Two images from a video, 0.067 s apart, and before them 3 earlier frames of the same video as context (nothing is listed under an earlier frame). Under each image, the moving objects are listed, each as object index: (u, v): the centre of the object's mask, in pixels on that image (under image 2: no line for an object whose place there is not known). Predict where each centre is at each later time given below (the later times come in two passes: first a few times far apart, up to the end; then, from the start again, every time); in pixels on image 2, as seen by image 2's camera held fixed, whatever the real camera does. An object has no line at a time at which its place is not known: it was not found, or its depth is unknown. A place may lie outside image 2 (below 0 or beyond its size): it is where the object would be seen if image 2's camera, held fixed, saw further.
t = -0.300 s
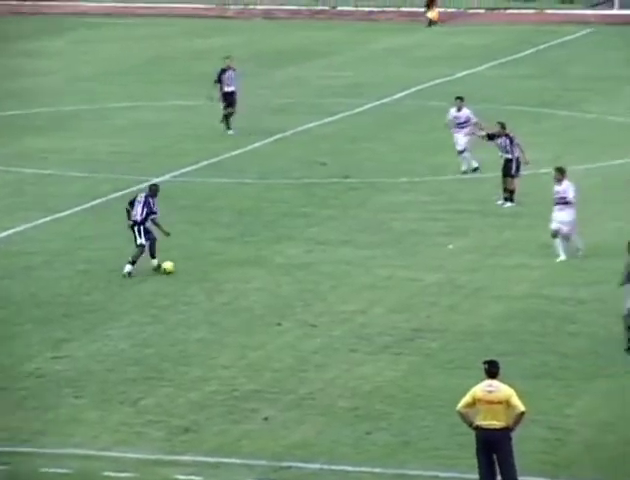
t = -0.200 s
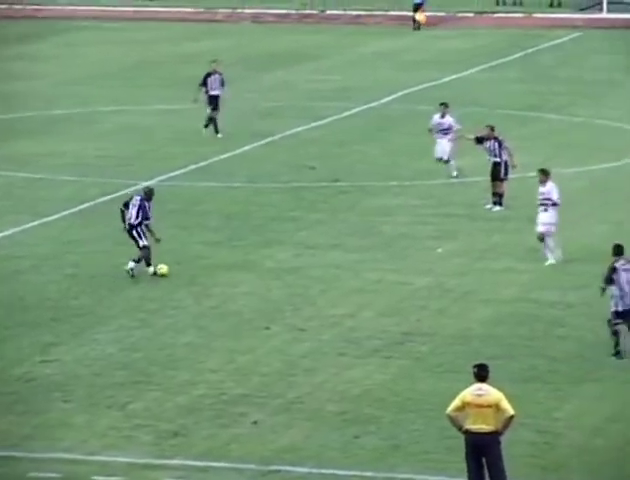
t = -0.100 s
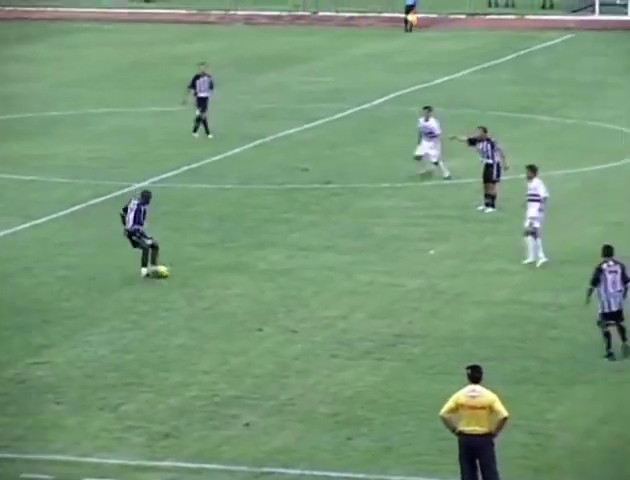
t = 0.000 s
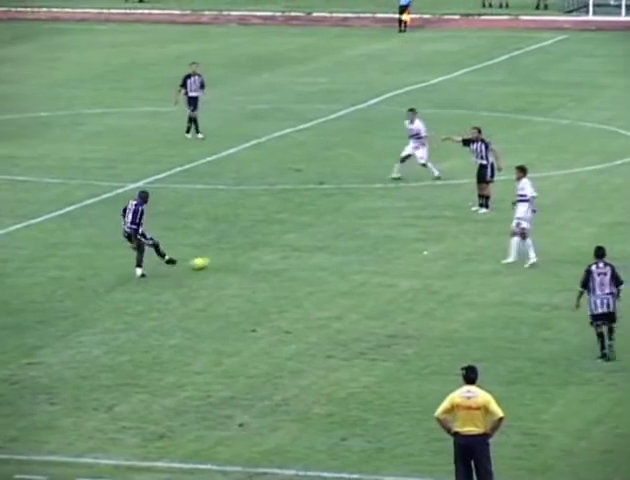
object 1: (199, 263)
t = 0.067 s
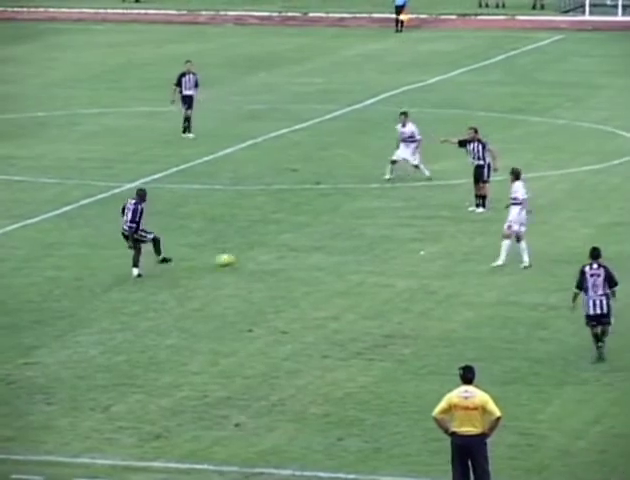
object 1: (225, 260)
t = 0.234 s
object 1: (286, 241)
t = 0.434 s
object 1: (352, 235)
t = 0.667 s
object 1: (414, 224)
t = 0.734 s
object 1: (429, 221)
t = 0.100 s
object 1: (239, 257)
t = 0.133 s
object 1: (253, 254)
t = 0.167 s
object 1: (265, 249)
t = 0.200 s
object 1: (275, 245)
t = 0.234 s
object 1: (286, 241)
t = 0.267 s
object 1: (300, 239)
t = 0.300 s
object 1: (310, 237)
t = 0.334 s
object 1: (321, 235)
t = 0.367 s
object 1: (332, 234)
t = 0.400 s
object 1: (342, 234)
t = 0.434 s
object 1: (352, 235)
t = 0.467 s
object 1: (363, 235)
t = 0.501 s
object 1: (371, 233)
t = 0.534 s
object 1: (380, 231)
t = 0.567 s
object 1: (389, 229)
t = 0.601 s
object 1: (397, 227)
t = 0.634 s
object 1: (406, 225)
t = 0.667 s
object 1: (414, 224)
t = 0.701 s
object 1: (421, 223)
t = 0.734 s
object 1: (429, 221)
